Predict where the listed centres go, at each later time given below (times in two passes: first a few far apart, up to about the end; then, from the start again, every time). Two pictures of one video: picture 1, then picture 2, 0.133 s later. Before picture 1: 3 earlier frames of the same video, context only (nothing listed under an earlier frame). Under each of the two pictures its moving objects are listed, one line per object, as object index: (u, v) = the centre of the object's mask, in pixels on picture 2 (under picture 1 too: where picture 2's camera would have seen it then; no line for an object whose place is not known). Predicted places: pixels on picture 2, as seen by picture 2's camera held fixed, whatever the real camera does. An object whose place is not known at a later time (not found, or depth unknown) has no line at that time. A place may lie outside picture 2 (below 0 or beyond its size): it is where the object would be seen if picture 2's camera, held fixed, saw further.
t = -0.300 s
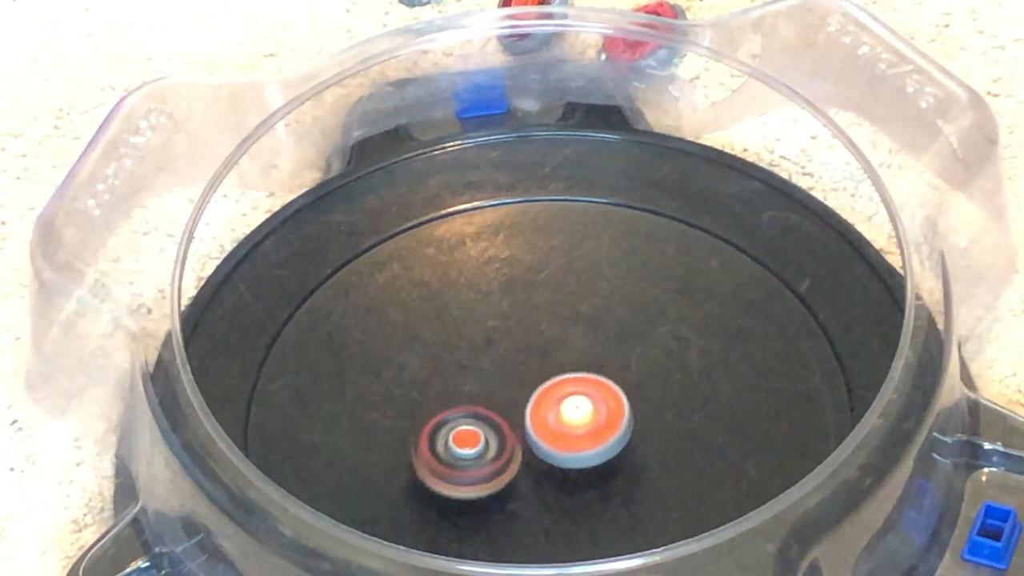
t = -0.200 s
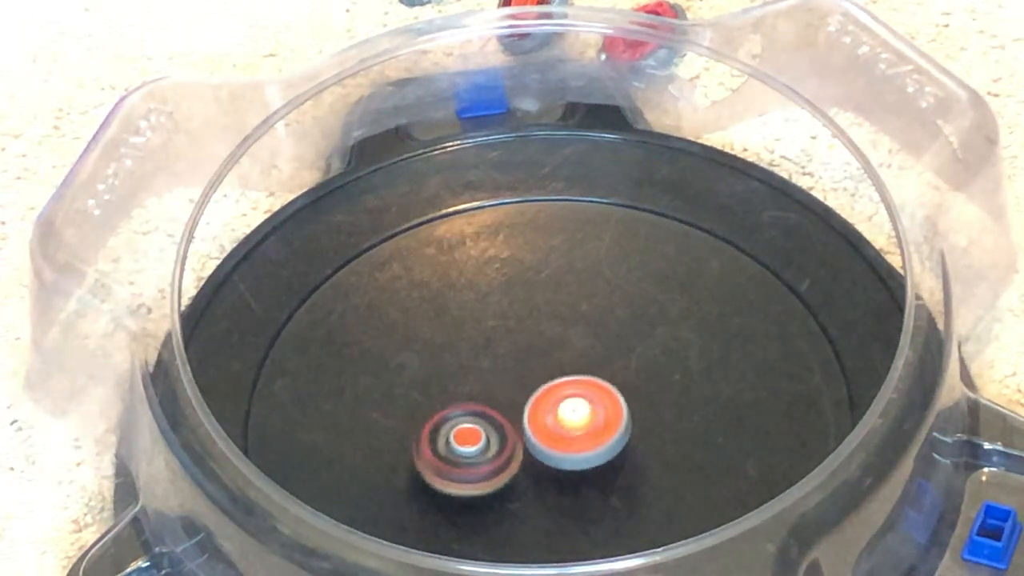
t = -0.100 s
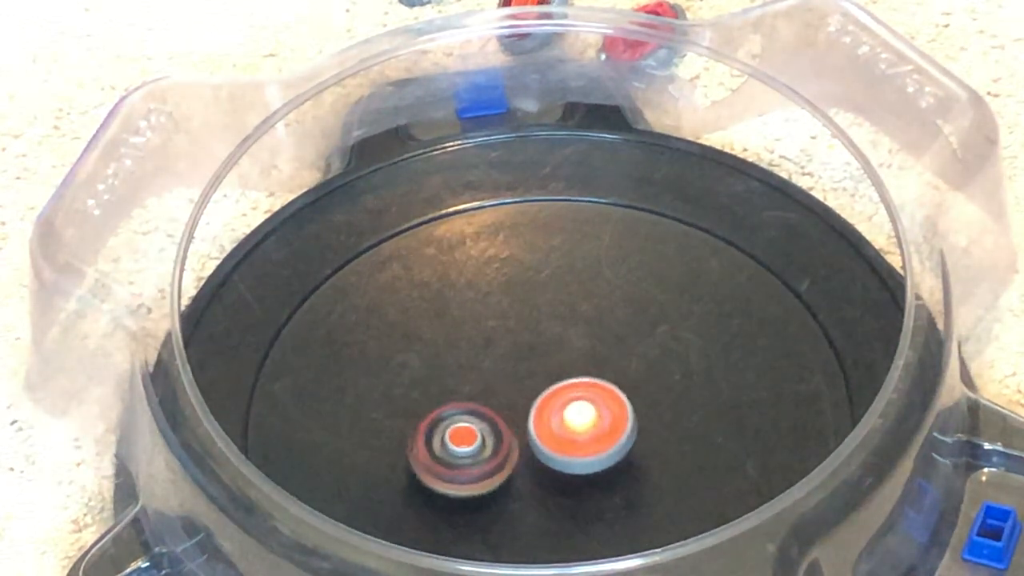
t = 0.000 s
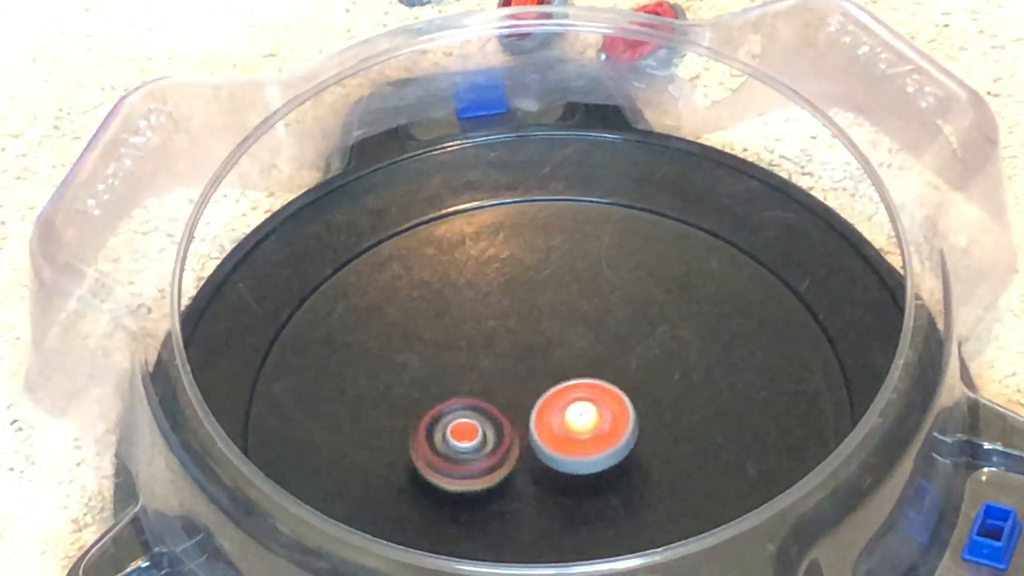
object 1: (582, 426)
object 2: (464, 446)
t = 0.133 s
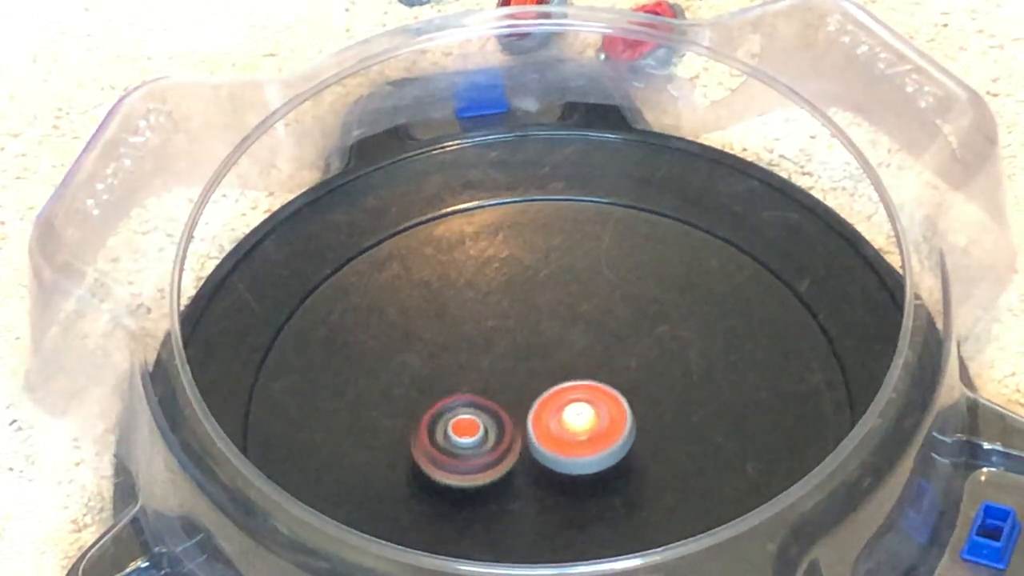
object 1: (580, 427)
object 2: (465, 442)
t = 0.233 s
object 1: (581, 428)
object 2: (463, 439)
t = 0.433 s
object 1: (593, 430)
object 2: (455, 432)
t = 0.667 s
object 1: (583, 433)
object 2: (462, 425)
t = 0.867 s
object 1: (586, 437)
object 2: (453, 416)
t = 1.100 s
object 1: (581, 434)
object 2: (461, 407)
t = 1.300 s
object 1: (571, 430)
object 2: (469, 402)
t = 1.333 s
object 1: (572, 430)
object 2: (468, 399)
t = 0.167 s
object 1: (579, 427)
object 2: (467, 441)
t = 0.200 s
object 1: (578, 428)
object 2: (467, 440)
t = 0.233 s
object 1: (581, 428)
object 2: (463, 439)
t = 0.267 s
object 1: (589, 429)
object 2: (454, 437)
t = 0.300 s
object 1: (591, 430)
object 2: (453, 437)
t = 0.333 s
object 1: (592, 429)
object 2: (454, 435)
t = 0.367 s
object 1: (593, 430)
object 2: (454, 434)
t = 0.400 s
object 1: (593, 430)
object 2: (454, 433)
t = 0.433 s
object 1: (593, 430)
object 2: (455, 432)
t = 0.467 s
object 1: (593, 430)
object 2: (455, 431)
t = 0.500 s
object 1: (592, 431)
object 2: (456, 430)
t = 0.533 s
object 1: (590, 431)
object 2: (457, 429)
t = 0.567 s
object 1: (589, 432)
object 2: (458, 428)
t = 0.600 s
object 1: (588, 432)
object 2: (459, 427)
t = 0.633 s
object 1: (586, 432)
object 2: (460, 426)
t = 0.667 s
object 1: (583, 433)
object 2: (462, 425)
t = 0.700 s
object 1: (581, 433)
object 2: (464, 425)
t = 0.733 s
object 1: (578, 433)
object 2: (465, 424)
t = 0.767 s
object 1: (576, 433)
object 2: (467, 423)
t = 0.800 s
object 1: (582, 435)
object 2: (459, 420)
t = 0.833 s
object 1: (587, 437)
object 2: (452, 416)
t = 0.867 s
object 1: (586, 437)
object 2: (453, 416)
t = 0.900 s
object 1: (585, 437)
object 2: (455, 415)
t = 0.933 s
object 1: (585, 437)
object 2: (456, 413)
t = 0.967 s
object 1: (584, 436)
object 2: (457, 412)
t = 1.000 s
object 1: (584, 435)
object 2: (458, 410)
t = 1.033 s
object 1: (583, 435)
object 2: (458, 410)
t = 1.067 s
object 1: (582, 435)
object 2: (459, 408)
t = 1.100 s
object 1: (581, 434)
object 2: (461, 407)
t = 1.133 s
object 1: (579, 433)
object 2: (462, 406)
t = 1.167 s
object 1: (577, 432)
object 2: (463, 405)
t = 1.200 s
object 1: (576, 432)
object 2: (464, 404)
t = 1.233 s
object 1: (575, 431)
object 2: (466, 403)
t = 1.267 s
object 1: (573, 430)
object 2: (468, 402)
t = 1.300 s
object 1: (571, 430)
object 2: (469, 402)
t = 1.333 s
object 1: (572, 430)
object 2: (468, 399)
